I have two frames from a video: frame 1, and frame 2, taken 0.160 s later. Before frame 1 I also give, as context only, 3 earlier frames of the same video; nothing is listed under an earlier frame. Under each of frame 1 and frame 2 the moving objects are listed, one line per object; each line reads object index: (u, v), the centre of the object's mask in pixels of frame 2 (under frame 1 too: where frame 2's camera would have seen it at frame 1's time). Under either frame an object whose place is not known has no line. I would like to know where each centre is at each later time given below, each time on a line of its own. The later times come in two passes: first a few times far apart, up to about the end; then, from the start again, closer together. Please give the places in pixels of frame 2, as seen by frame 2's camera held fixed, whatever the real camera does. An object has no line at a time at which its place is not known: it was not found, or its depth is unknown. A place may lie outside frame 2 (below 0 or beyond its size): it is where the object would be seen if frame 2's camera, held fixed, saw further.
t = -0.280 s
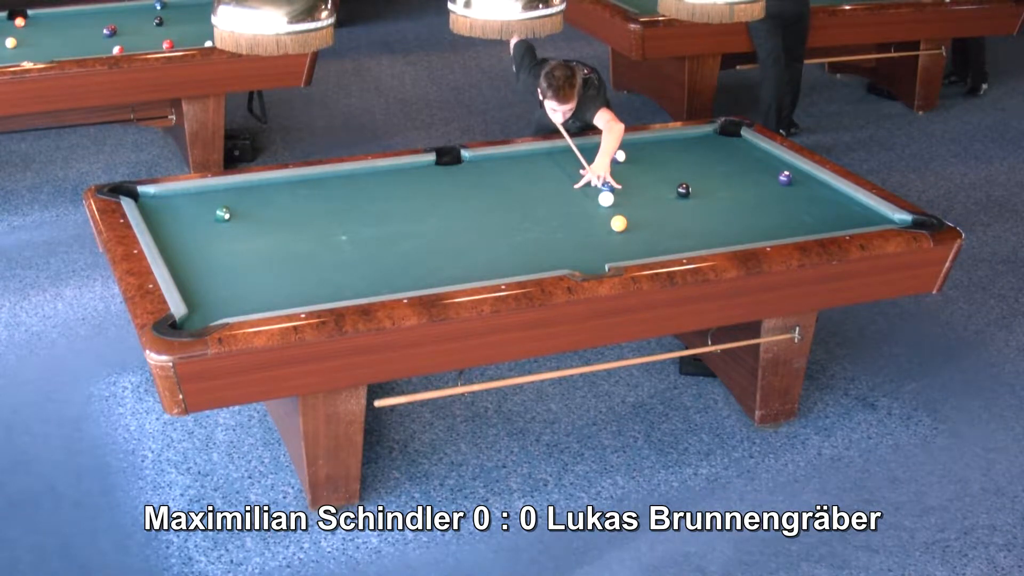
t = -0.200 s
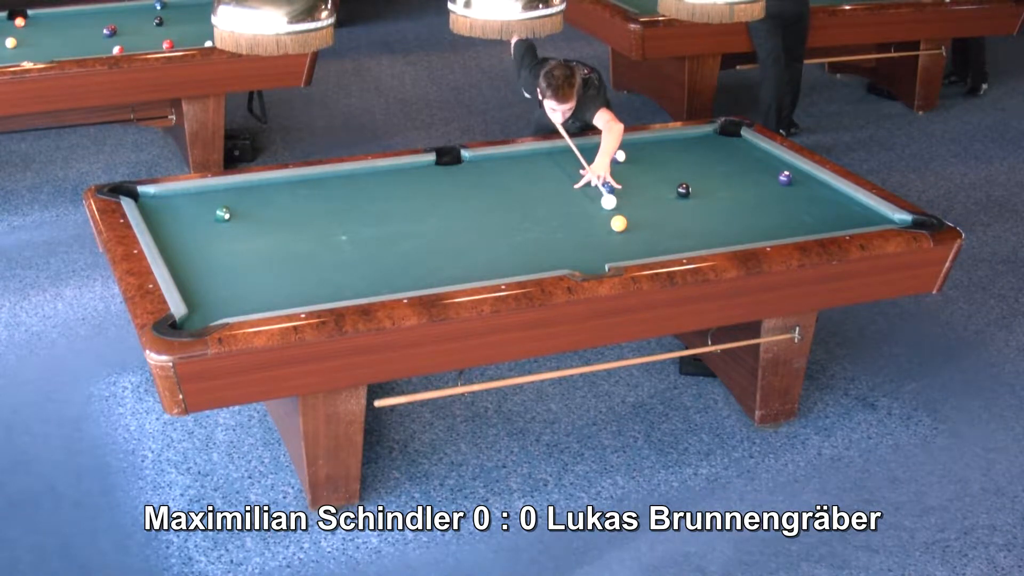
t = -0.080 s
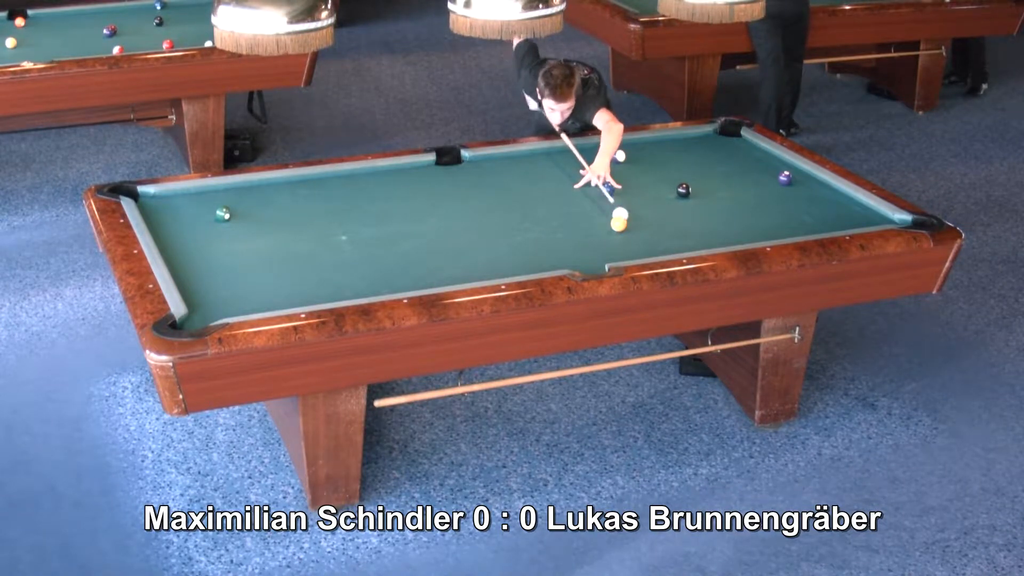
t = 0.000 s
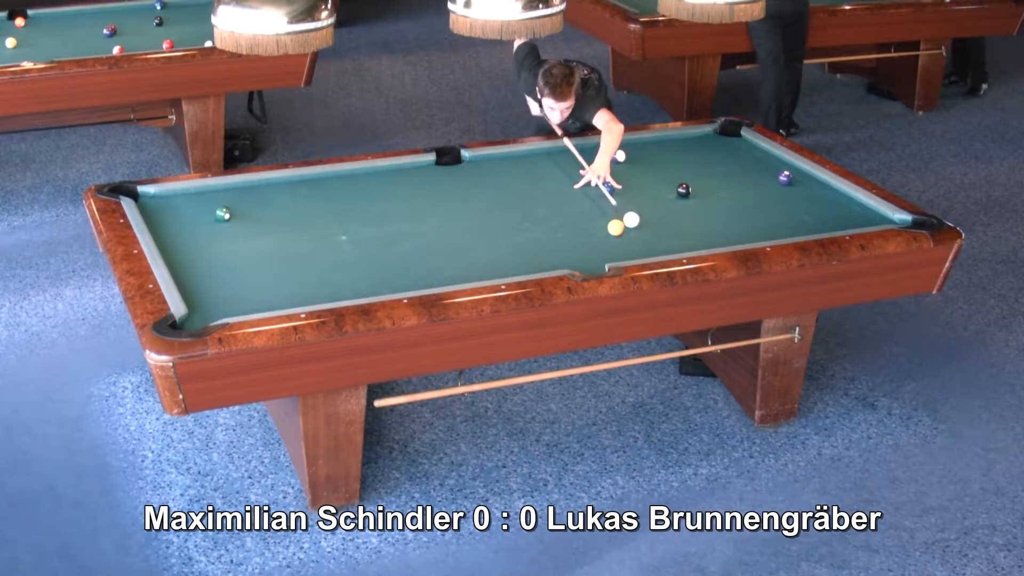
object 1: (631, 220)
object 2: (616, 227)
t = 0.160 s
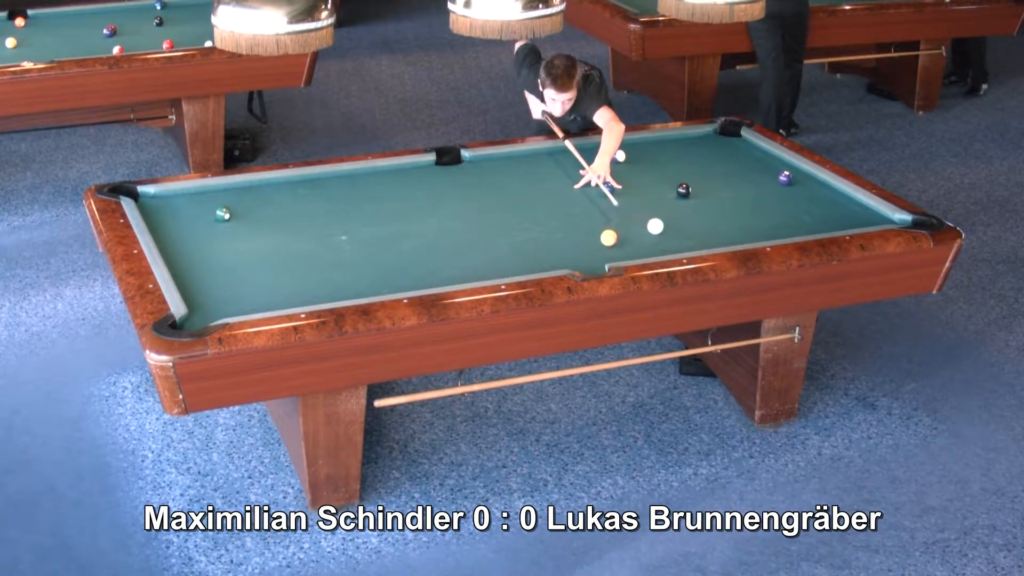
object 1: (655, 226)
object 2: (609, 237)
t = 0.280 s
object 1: (673, 231)
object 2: (604, 245)
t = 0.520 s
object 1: (708, 241)
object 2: (593, 259)
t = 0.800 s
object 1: (727, 241)
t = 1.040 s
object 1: (728, 235)
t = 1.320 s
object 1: (728, 228)
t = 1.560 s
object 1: (728, 222)
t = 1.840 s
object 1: (728, 216)
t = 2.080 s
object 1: (728, 212)
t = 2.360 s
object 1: (727, 207)
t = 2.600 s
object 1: (727, 204)
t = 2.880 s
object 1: (726, 201)
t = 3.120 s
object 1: (726, 199)
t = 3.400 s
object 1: (725, 197)
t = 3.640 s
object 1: (724, 196)
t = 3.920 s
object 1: (724, 195)
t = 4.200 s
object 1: (723, 195)
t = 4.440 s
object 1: (723, 195)
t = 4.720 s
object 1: (723, 194)
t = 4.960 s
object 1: (723, 194)
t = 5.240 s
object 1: (723, 194)
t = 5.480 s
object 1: (723, 194)
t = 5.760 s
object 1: (723, 194)
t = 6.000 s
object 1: (723, 194)
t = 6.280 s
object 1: (723, 194)
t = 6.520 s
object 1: (723, 194)
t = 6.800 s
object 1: (723, 194)
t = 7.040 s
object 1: (723, 194)
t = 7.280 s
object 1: (723, 194)
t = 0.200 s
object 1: (661, 228)
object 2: (607, 240)
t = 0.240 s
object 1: (667, 229)
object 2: (605, 242)
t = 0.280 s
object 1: (673, 231)
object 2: (604, 245)
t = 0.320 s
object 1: (679, 233)
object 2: (602, 247)
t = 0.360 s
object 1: (685, 234)
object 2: (600, 249)
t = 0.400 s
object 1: (691, 236)
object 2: (599, 252)
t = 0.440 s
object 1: (697, 238)
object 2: (597, 254)
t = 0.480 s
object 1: (703, 239)
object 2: (595, 257)
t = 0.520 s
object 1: (708, 241)
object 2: (593, 259)
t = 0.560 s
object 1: (714, 242)
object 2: (592, 262)
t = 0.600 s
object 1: (720, 243)
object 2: (590, 264)
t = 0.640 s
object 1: (726, 243)
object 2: (589, 266)
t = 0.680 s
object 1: (727, 243)
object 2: (587, 267)
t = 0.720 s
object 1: (727, 242)
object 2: (585, 270)
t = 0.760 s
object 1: (727, 241)
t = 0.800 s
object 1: (727, 241)
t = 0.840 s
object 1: (728, 240)
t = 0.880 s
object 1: (728, 239)
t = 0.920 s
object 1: (728, 238)
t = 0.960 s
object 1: (728, 237)
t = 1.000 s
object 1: (728, 236)
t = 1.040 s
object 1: (728, 235)
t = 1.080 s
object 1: (728, 234)
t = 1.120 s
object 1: (728, 233)
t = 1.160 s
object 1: (728, 232)
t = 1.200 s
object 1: (728, 231)
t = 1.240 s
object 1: (728, 230)
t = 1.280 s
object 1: (728, 229)
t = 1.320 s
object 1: (728, 228)
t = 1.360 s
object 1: (728, 227)
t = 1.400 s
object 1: (728, 226)
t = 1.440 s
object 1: (728, 225)
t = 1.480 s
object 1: (728, 224)
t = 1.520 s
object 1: (728, 223)
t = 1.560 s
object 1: (728, 222)
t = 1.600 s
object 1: (728, 221)
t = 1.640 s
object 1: (728, 220)
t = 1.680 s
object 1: (728, 219)
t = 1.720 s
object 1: (728, 219)
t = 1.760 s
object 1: (728, 218)
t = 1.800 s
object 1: (728, 217)
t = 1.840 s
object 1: (728, 216)
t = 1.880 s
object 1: (728, 215)
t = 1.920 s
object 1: (728, 214)
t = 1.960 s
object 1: (728, 214)
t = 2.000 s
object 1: (728, 213)
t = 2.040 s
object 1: (728, 212)
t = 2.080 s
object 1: (728, 212)
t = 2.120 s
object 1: (728, 211)
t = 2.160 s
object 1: (728, 210)
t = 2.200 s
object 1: (728, 210)
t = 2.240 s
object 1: (727, 209)
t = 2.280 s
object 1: (727, 209)
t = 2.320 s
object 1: (727, 208)
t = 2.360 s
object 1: (727, 207)
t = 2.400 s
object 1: (727, 207)
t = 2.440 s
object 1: (727, 206)
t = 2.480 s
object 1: (727, 206)
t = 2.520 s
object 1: (727, 205)
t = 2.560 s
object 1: (727, 205)
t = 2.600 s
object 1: (727, 204)
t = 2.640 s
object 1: (727, 204)
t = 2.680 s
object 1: (727, 203)
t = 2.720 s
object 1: (727, 203)
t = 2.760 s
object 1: (726, 202)
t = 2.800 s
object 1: (727, 202)
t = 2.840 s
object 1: (726, 201)
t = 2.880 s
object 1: (726, 201)
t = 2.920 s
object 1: (726, 201)
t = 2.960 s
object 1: (726, 200)
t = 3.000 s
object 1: (726, 200)
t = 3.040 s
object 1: (726, 200)
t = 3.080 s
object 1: (726, 199)
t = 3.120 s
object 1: (726, 199)
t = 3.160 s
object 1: (725, 198)
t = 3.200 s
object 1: (725, 198)
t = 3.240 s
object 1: (725, 198)
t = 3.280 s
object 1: (725, 198)
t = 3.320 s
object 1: (725, 197)
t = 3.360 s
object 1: (725, 197)
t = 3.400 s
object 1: (725, 197)
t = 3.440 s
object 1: (725, 197)
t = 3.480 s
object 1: (725, 197)
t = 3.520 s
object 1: (724, 196)
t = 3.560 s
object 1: (724, 196)
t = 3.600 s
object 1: (724, 196)
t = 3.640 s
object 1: (724, 196)
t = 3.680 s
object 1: (724, 196)
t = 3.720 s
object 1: (724, 195)
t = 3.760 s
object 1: (724, 195)
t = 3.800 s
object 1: (724, 195)
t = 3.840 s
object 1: (724, 195)
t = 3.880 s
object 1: (724, 195)
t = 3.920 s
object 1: (724, 195)
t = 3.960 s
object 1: (723, 195)
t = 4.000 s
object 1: (723, 195)
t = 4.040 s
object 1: (723, 195)
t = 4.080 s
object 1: (723, 195)
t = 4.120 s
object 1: (723, 195)
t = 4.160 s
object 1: (723, 195)
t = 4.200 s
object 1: (723, 195)
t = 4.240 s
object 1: (723, 195)
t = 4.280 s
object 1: (723, 195)
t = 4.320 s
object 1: (723, 195)
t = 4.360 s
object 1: (723, 195)
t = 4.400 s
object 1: (723, 195)
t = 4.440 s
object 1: (723, 195)
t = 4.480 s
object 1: (723, 195)
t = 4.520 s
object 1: (723, 195)
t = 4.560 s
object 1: (723, 195)
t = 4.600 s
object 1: (723, 194)
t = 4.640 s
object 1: (723, 194)
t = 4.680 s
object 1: (723, 194)
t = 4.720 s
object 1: (723, 194)
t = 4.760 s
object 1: (723, 194)
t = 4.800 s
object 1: (723, 194)
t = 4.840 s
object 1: (723, 194)
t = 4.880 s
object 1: (723, 194)
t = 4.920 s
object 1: (723, 194)
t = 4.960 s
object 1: (723, 194)
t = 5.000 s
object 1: (723, 194)
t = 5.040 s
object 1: (723, 194)
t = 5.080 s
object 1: (723, 194)
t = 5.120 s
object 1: (723, 194)
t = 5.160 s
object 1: (723, 194)
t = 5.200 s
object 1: (723, 194)
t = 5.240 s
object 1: (723, 194)
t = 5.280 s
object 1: (723, 194)
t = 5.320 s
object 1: (723, 194)
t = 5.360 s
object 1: (723, 194)
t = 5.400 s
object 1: (723, 194)
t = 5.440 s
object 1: (723, 194)
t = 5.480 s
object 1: (723, 194)
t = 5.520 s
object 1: (723, 194)
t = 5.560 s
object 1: (723, 194)
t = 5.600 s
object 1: (723, 194)
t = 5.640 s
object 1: (723, 194)
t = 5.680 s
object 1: (723, 194)
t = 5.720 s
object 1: (723, 194)
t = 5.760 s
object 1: (723, 194)
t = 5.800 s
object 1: (723, 194)
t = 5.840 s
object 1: (723, 194)
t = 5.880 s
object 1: (723, 194)
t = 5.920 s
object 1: (723, 194)
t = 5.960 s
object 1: (723, 194)
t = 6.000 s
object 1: (723, 194)
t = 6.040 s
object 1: (723, 194)
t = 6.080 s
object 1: (723, 194)
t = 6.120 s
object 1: (723, 194)
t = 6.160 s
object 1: (723, 194)
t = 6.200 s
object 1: (723, 194)
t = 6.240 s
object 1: (723, 194)
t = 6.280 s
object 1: (723, 194)
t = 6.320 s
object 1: (723, 194)
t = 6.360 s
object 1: (723, 194)
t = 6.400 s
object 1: (723, 194)
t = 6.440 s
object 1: (723, 194)
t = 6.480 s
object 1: (723, 194)
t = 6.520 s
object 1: (723, 194)
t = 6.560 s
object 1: (723, 194)
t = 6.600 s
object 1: (723, 194)
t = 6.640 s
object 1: (723, 194)
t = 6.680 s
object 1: (723, 194)
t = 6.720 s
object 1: (723, 194)
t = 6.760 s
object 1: (723, 194)
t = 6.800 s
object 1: (723, 194)
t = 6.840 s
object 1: (723, 194)
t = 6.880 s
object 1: (723, 194)
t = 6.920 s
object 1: (723, 194)
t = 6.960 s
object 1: (723, 194)
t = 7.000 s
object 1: (723, 194)
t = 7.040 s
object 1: (723, 194)
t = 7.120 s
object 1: (723, 194)
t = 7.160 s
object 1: (723, 194)
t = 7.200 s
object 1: (723, 194)
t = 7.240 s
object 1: (723, 194)
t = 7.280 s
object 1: (723, 194)
